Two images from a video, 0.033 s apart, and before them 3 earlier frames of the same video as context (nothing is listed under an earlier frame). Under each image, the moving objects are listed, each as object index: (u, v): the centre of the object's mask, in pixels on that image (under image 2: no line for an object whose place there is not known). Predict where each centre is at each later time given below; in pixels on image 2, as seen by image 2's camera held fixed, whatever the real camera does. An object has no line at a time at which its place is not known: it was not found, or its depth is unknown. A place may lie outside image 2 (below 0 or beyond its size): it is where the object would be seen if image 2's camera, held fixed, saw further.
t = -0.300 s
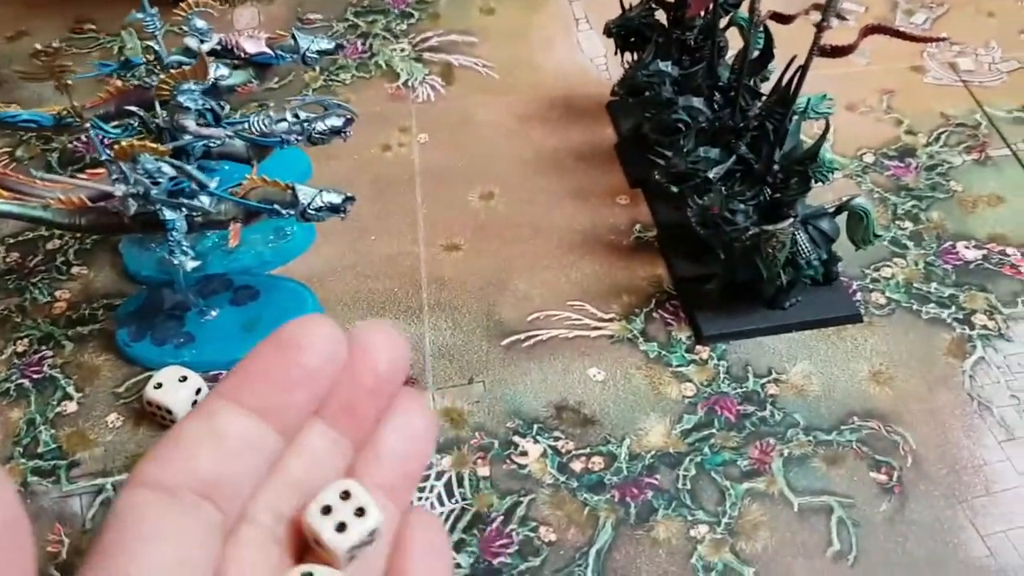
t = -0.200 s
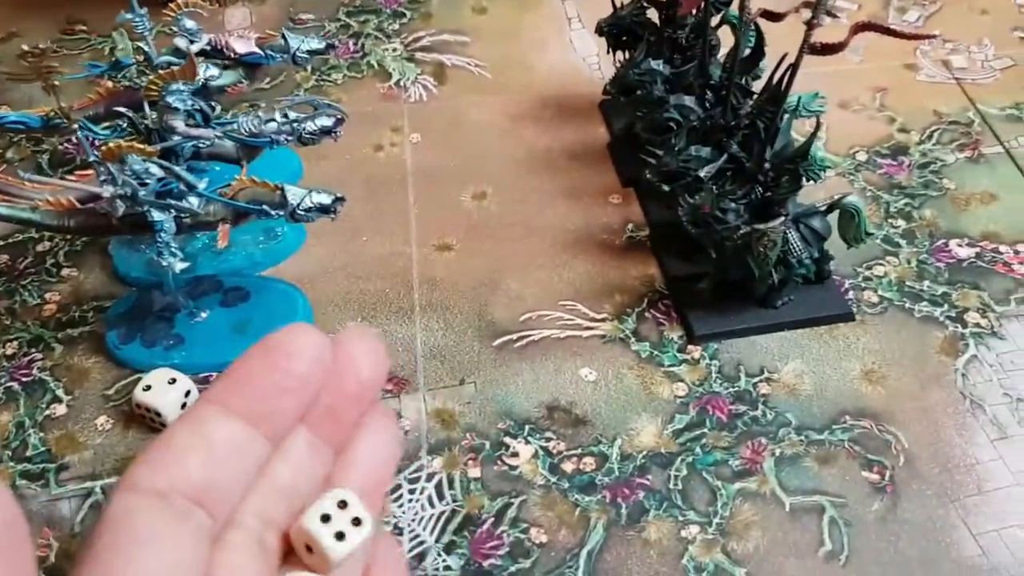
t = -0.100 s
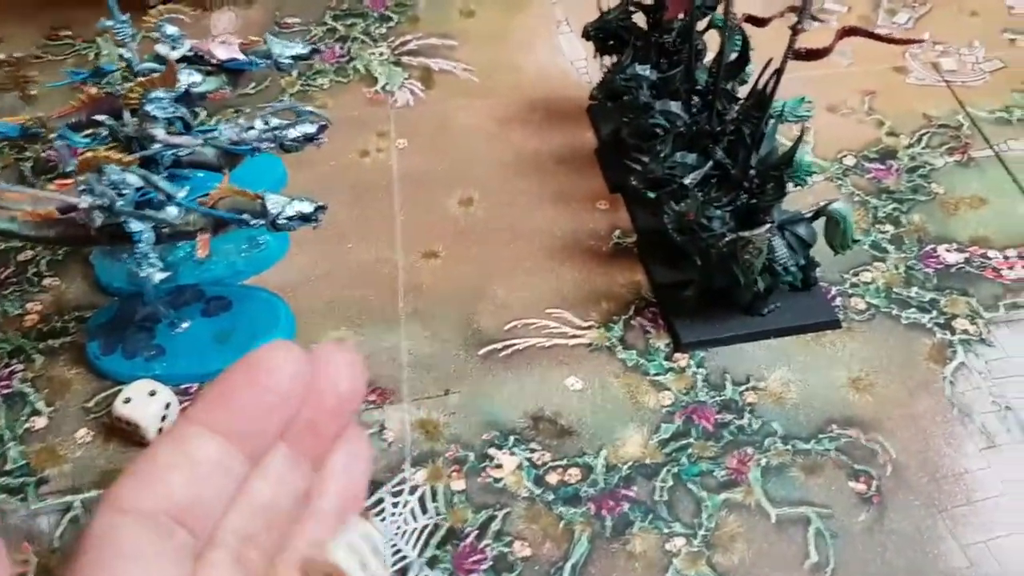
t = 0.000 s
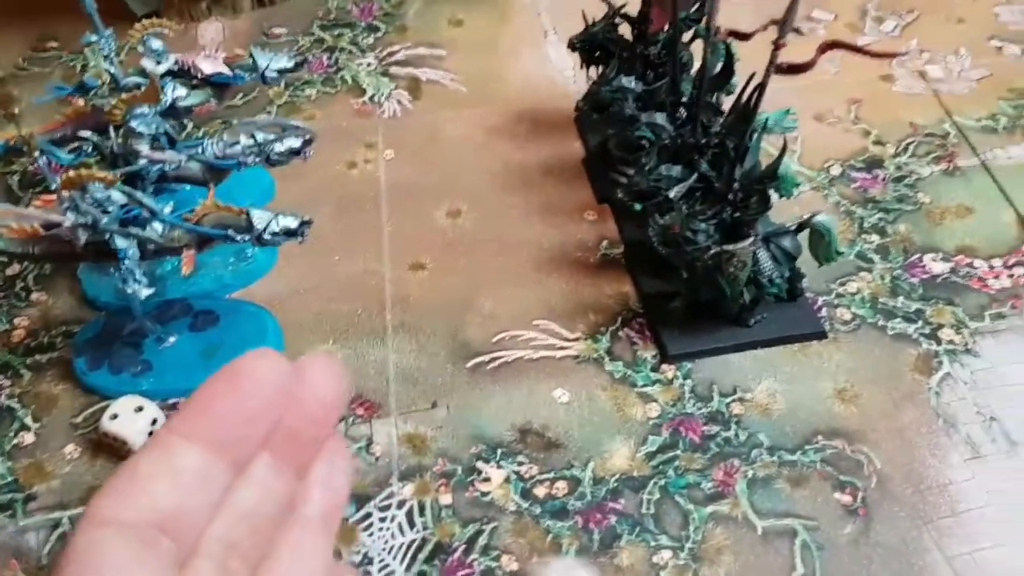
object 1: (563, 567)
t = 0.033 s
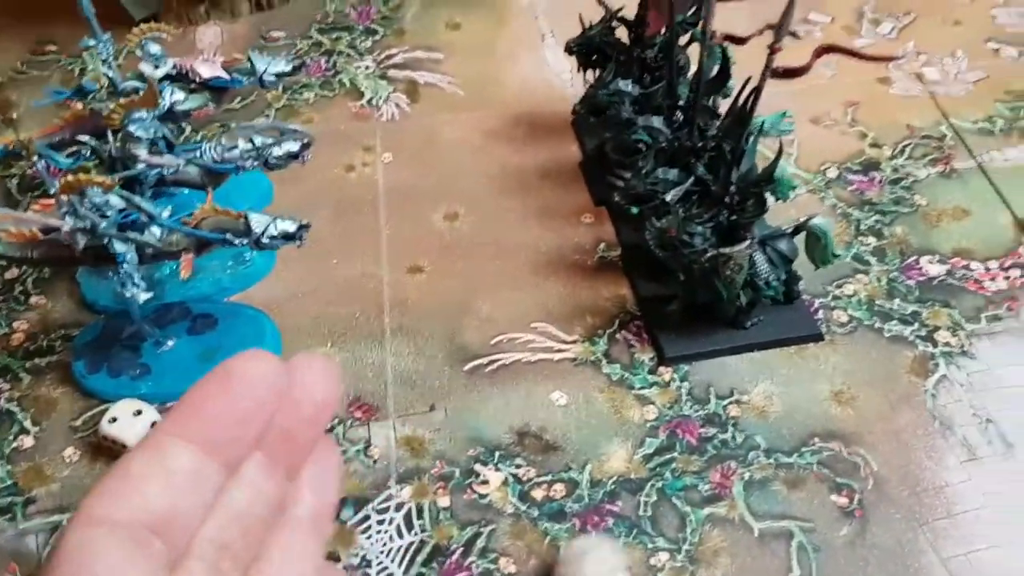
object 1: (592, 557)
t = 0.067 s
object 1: (628, 546)
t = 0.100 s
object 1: (655, 531)
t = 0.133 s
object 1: (683, 515)
